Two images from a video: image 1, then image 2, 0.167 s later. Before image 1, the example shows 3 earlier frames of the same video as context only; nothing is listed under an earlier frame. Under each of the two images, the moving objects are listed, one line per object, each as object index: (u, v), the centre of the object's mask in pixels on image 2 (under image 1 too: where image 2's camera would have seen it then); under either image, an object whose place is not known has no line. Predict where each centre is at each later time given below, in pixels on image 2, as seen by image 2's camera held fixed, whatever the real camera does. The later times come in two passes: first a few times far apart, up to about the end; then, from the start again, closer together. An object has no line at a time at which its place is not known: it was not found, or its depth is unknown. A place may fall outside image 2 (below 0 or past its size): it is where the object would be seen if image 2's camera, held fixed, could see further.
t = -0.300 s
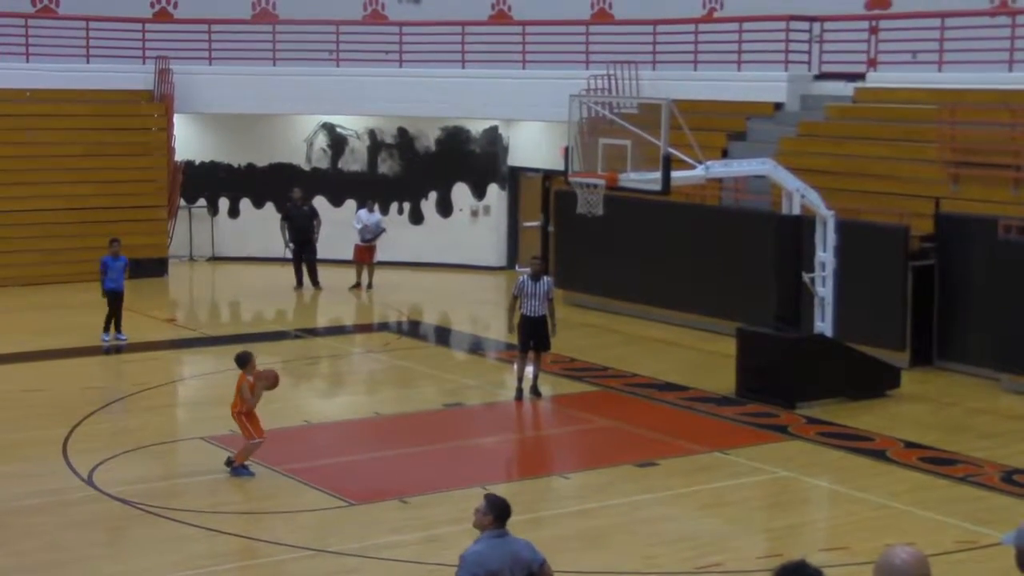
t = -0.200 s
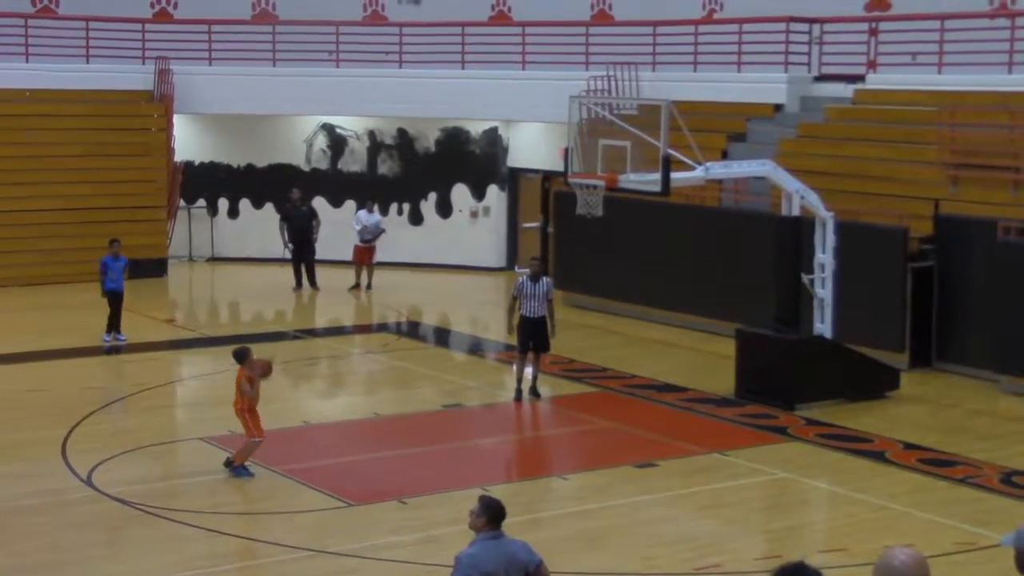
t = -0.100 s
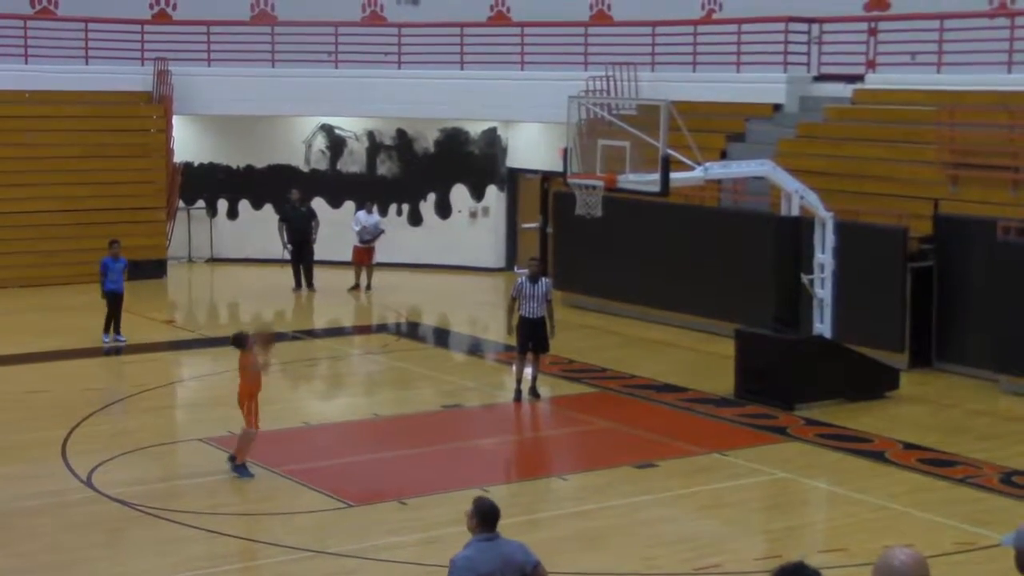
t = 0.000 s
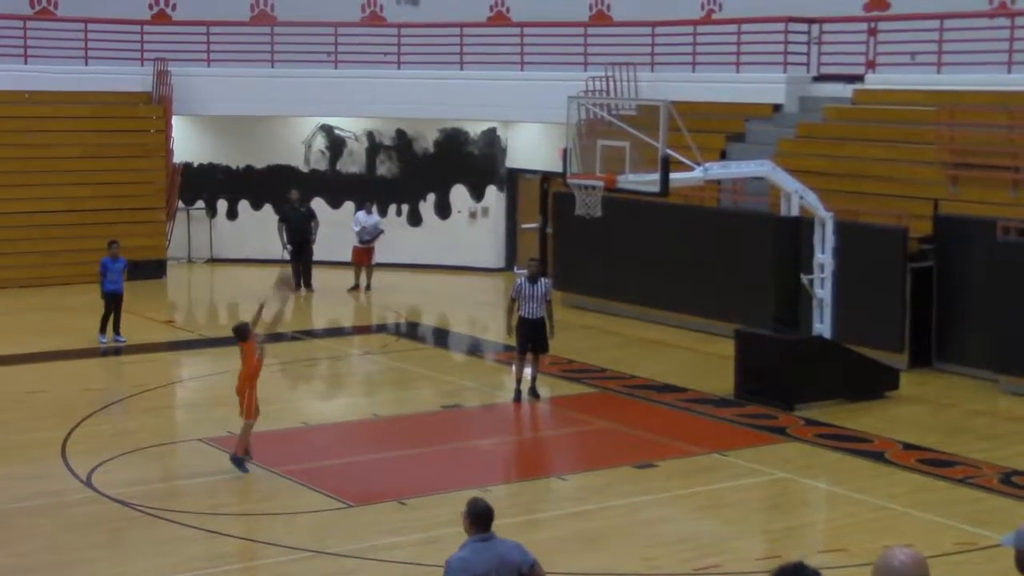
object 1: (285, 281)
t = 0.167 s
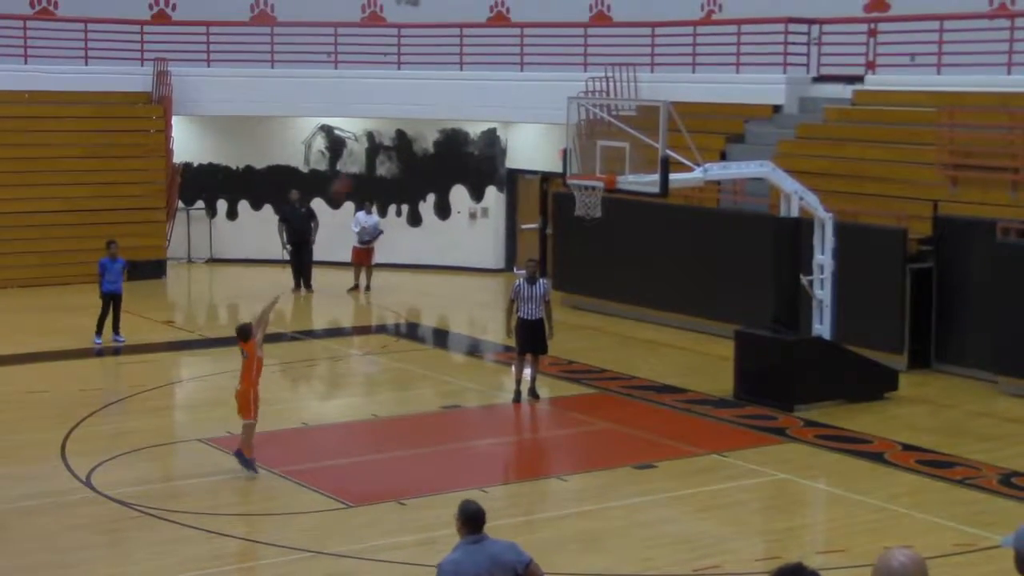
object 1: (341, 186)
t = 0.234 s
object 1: (360, 161)
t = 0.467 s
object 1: (431, 94)
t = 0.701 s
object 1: (495, 77)
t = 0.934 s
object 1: (555, 107)
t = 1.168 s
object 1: (603, 165)
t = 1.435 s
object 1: (576, 157)
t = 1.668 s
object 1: (551, 196)
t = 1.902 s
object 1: (524, 286)
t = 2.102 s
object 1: (502, 396)
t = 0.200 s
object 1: (350, 178)
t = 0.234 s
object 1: (360, 161)
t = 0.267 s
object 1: (373, 147)
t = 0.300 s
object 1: (380, 137)
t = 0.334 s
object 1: (391, 125)
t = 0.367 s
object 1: (401, 116)
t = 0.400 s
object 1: (411, 108)
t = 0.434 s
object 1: (420, 100)
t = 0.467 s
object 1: (431, 94)
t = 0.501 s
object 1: (440, 89)
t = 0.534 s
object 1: (449, 84)
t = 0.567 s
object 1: (459, 81)
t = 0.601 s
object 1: (468, 79)
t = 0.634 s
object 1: (477, 77)
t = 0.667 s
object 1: (486, 77)
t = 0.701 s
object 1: (495, 77)
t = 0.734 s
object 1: (504, 78)
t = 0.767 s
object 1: (513, 81)
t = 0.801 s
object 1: (522, 84)
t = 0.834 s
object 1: (530, 89)
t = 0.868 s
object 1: (539, 94)
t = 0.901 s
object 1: (547, 100)
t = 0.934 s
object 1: (555, 107)
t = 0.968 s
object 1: (564, 115)
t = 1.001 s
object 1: (571, 123)
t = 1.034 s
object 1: (580, 133)
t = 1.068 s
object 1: (588, 145)
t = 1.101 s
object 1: (596, 157)
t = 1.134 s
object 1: (605, 168)
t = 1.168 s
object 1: (603, 165)
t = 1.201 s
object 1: (600, 161)
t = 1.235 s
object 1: (596, 157)
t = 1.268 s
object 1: (594, 155)
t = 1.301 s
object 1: (590, 154)
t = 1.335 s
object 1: (586, 153)
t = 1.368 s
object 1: (583, 154)
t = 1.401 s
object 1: (579, 155)
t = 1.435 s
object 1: (576, 157)
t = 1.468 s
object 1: (573, 159)
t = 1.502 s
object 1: (570, 164)
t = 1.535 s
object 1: (565, 168)
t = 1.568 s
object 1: (562, 175)
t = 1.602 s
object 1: (559, 181)
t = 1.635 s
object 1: (555, 186)
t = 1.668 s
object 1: (551, 196)
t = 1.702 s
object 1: (547, 207)
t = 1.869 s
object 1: (532, 275)
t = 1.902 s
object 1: (524, 286)
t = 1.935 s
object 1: (521, 302)
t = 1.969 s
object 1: (519, 317)
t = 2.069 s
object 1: (504, 377)
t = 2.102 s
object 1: (502, 396)
